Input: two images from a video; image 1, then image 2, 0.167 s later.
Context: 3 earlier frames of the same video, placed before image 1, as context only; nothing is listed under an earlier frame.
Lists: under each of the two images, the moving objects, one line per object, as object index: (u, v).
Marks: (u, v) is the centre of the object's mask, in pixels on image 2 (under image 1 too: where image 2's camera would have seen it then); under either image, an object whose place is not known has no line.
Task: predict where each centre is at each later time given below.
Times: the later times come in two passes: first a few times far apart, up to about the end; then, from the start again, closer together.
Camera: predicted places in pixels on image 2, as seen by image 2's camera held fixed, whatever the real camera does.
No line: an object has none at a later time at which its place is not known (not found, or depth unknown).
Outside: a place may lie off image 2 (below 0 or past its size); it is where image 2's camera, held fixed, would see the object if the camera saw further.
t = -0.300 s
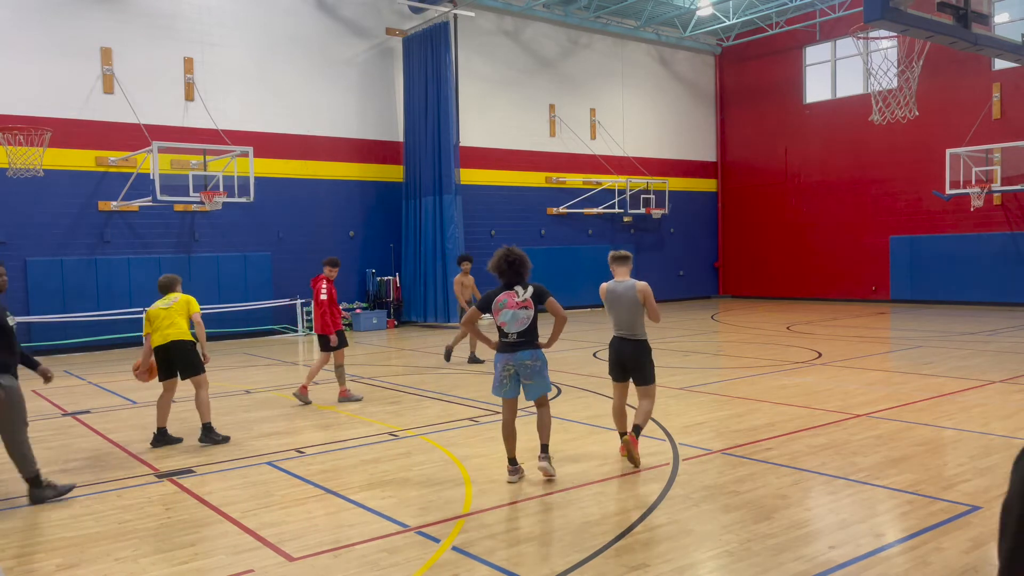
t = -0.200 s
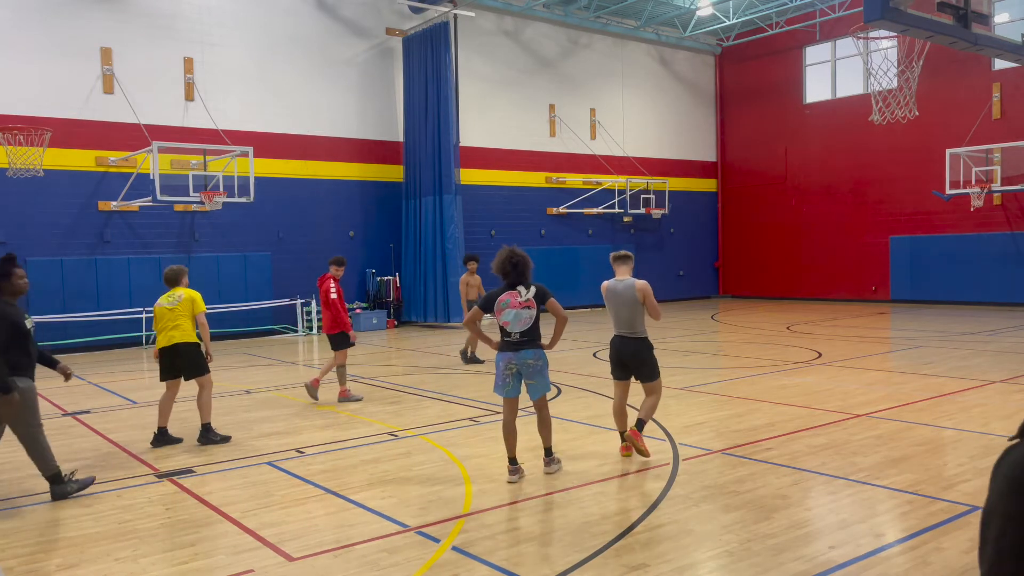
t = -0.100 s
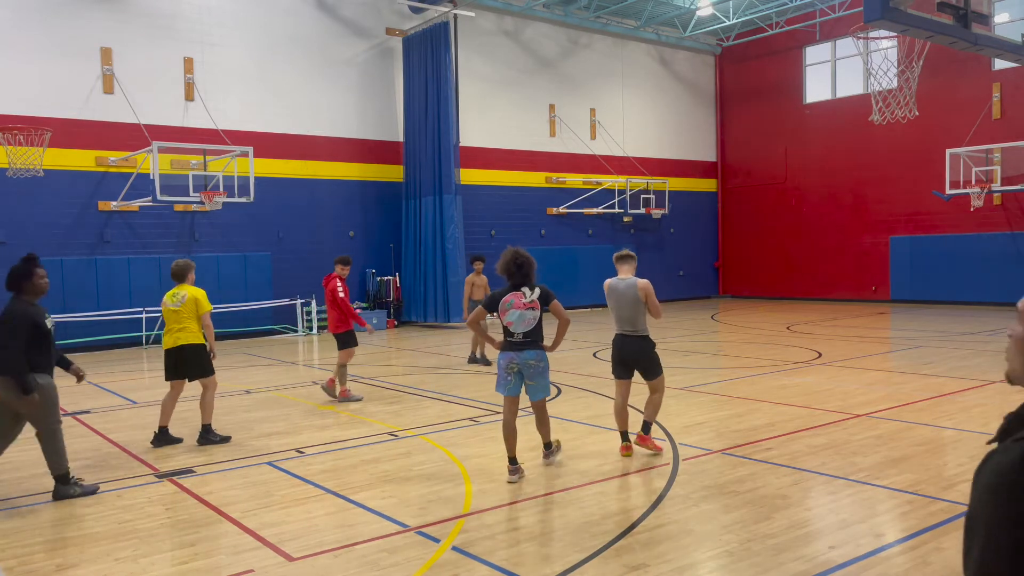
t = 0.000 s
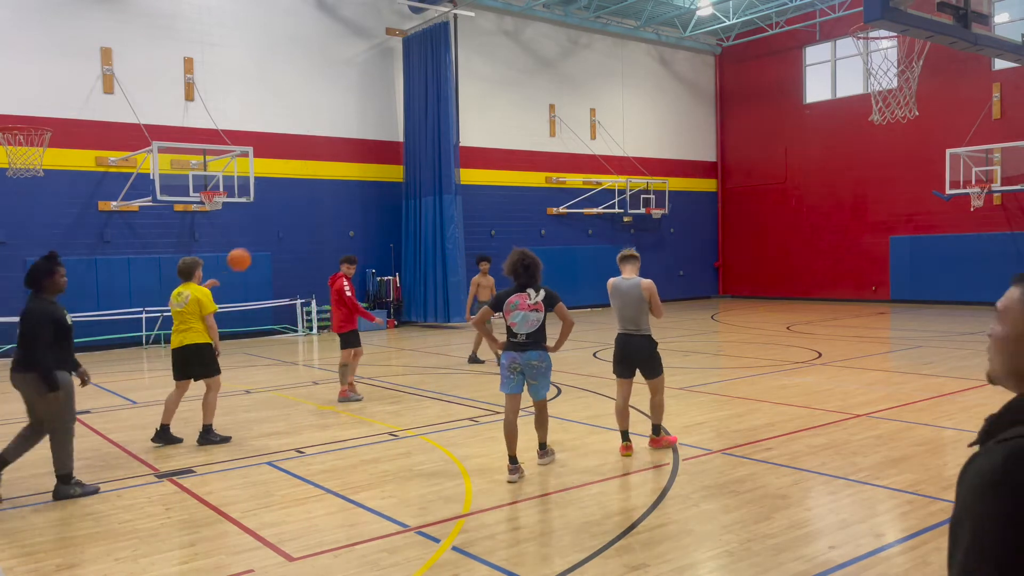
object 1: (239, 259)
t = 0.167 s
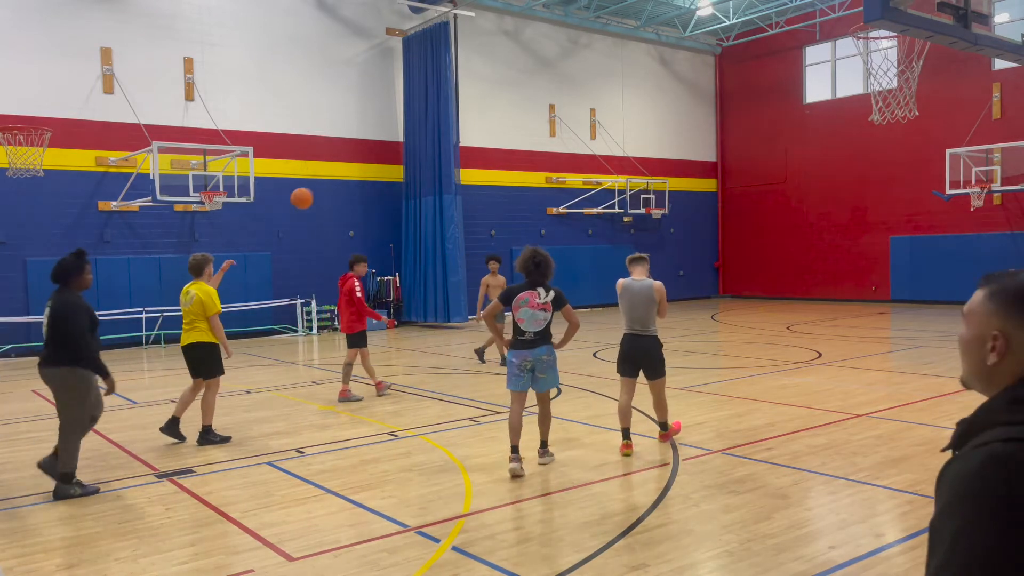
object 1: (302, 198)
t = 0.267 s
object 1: (337, 176)
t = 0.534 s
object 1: (421, 160)
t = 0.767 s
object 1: (484, 190)
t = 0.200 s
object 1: (314, 190)
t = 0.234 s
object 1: (325, 183)
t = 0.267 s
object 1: (337, 176)
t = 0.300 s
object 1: (348, 170)
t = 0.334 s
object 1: (359, 165)
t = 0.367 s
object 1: (370, 162)
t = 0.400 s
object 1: (380, 160)
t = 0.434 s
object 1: (391, 158)
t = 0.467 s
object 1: (401, 158)
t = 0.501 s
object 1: (411, 158)
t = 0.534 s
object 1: (421, 160)
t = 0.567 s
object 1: (430, 161)
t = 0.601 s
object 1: (440, 164)
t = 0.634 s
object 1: (449, 168)
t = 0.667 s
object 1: (458, 172)
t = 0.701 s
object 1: (467, 178)
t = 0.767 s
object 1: (484, 190)
